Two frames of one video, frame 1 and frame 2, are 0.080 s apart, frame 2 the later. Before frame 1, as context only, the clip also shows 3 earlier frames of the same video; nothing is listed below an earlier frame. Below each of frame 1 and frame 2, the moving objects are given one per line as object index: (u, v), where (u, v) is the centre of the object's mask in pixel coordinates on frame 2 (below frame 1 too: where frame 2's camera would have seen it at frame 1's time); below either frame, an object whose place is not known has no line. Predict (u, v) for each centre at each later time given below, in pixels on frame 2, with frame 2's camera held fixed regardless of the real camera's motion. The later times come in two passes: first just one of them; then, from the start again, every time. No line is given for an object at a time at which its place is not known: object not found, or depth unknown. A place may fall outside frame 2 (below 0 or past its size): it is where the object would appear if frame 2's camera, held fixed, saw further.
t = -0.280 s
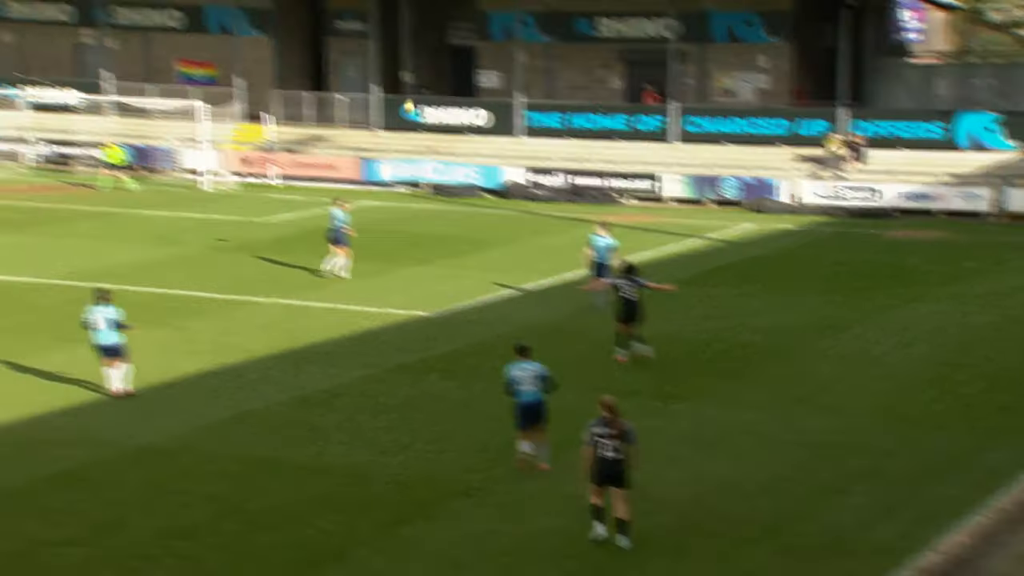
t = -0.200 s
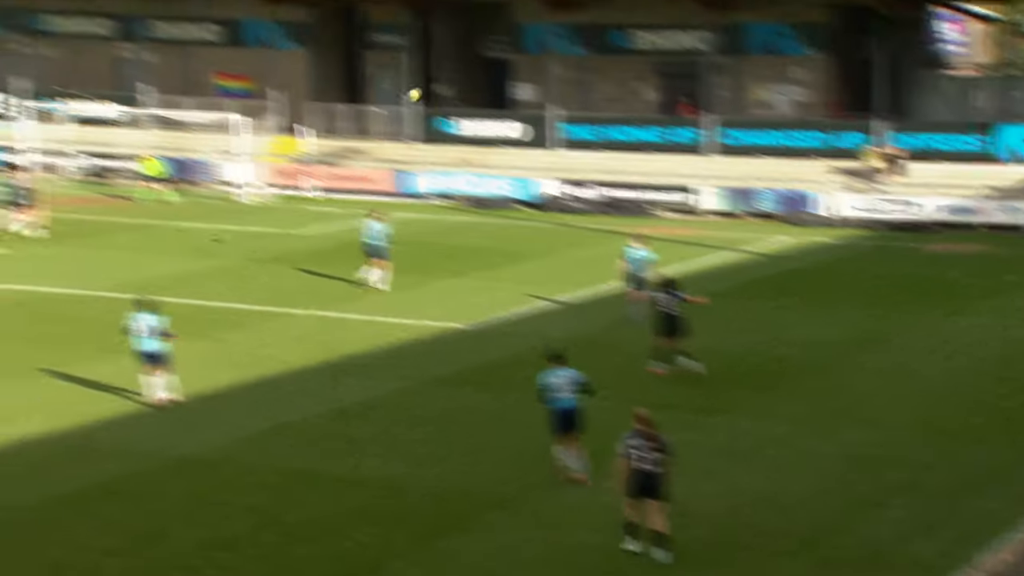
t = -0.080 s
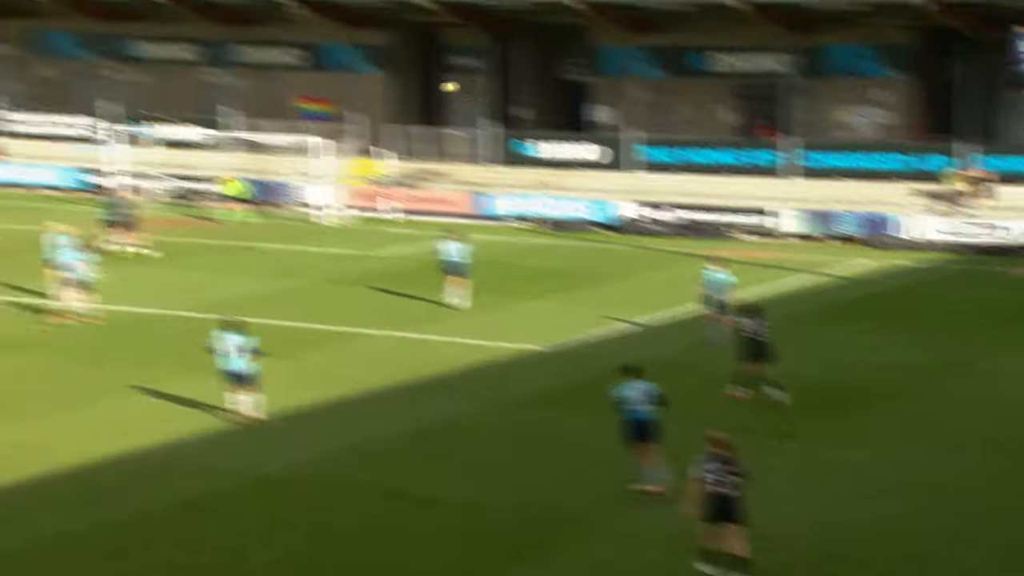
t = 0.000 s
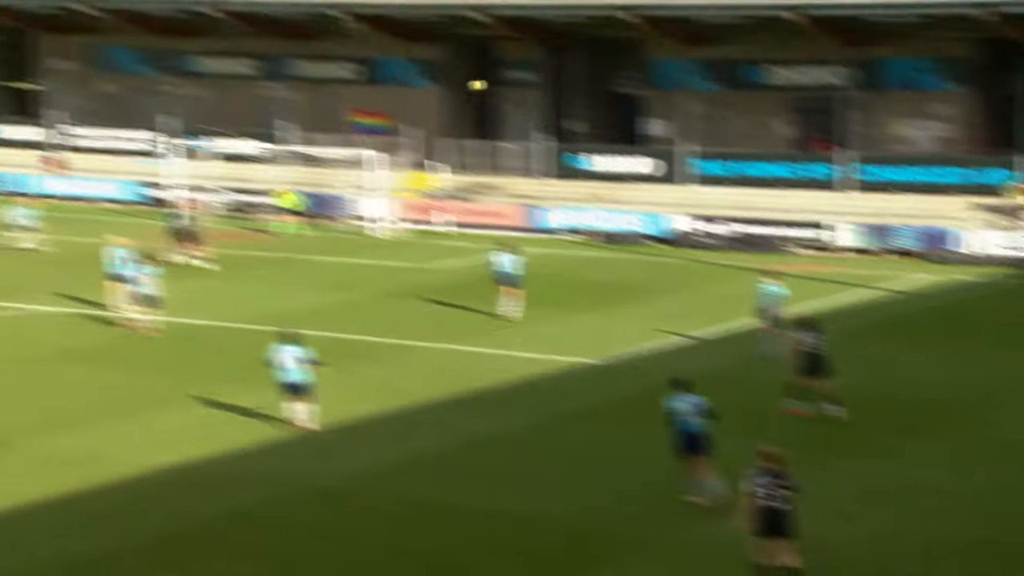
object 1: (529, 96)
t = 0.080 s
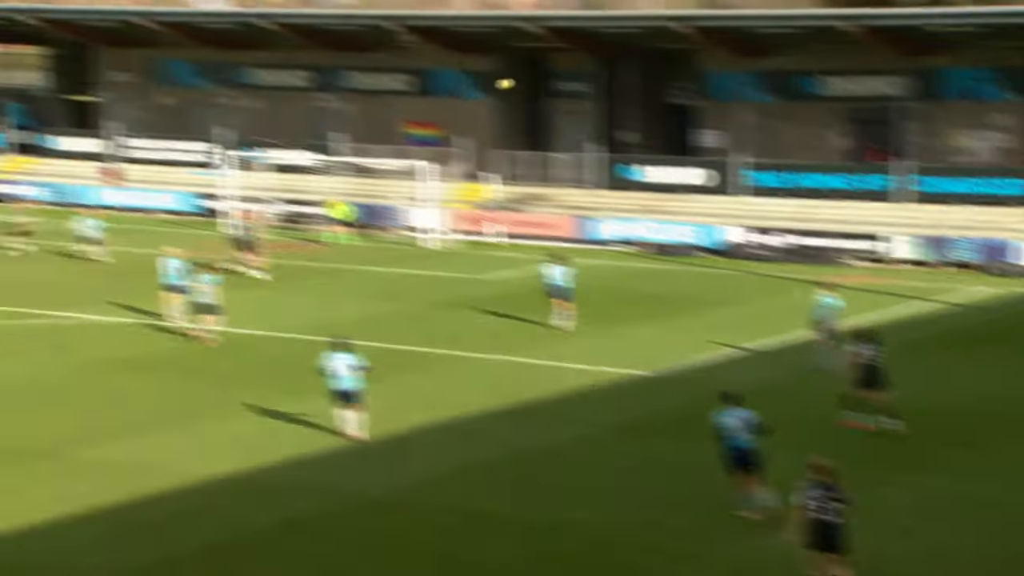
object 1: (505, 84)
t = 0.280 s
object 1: (450, 65)
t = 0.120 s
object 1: (494, 79)
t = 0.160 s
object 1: (482, 74)
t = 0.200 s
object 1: (471, 70)
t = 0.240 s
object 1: (460, 67)
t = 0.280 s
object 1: (450, 65)
